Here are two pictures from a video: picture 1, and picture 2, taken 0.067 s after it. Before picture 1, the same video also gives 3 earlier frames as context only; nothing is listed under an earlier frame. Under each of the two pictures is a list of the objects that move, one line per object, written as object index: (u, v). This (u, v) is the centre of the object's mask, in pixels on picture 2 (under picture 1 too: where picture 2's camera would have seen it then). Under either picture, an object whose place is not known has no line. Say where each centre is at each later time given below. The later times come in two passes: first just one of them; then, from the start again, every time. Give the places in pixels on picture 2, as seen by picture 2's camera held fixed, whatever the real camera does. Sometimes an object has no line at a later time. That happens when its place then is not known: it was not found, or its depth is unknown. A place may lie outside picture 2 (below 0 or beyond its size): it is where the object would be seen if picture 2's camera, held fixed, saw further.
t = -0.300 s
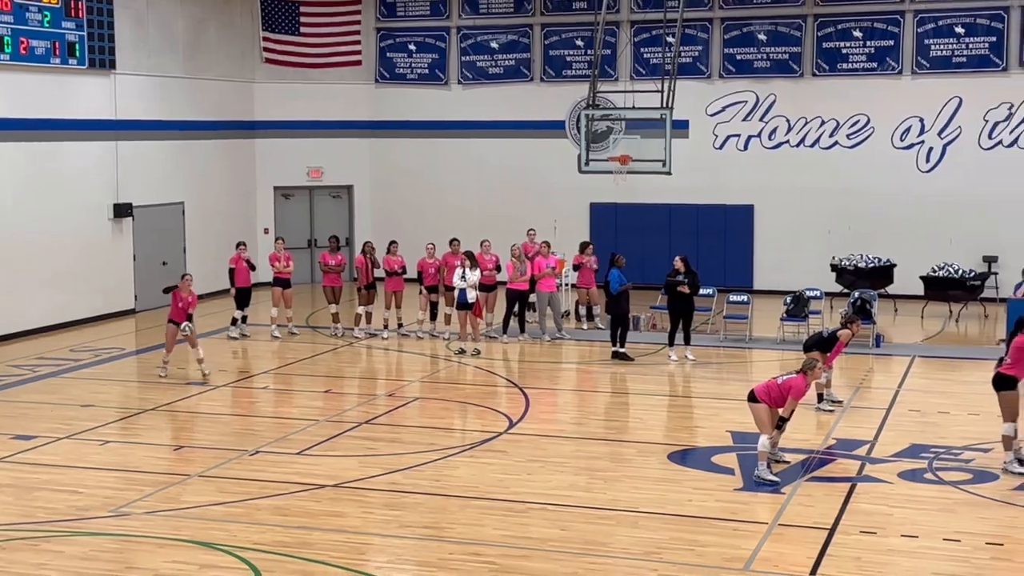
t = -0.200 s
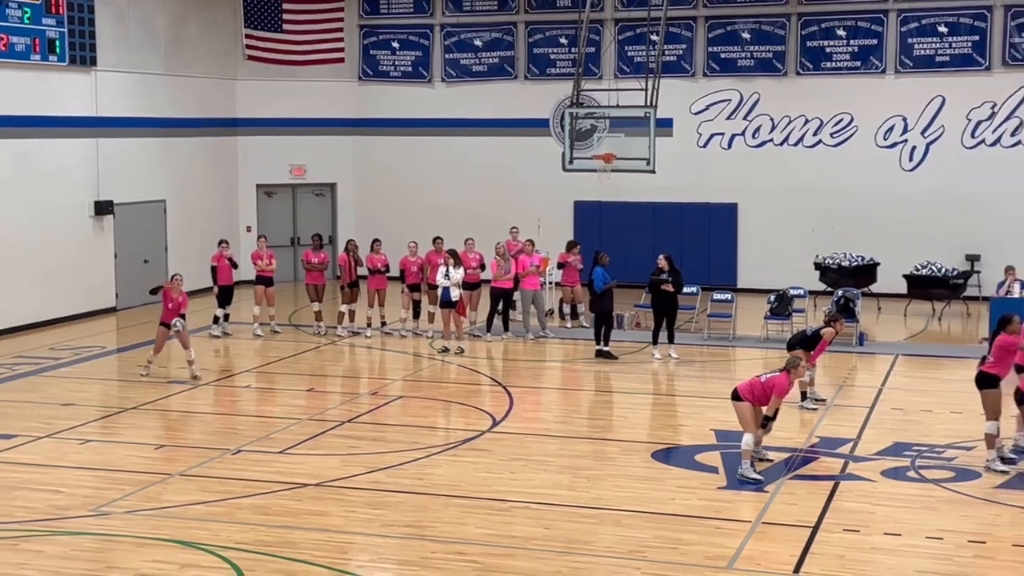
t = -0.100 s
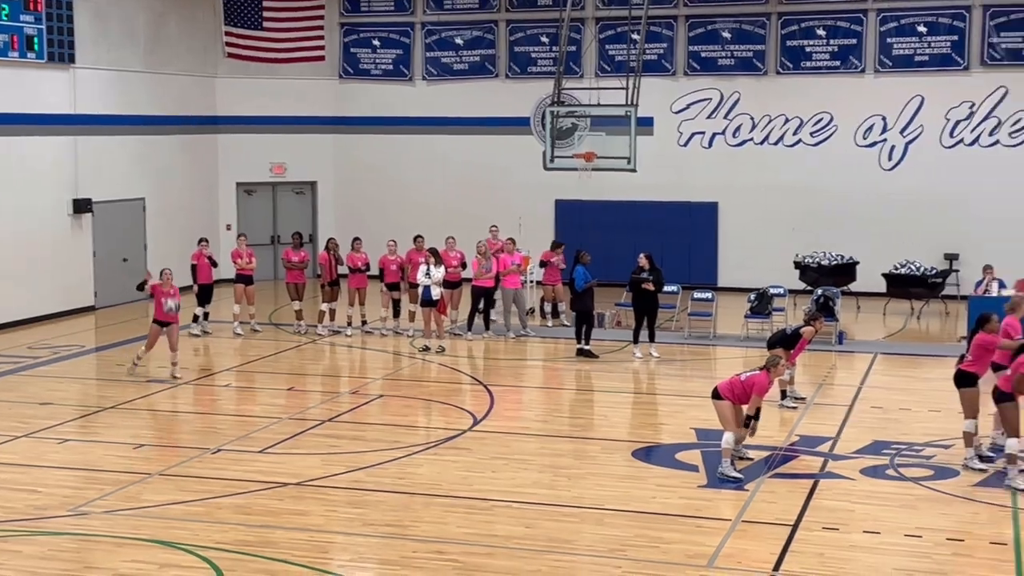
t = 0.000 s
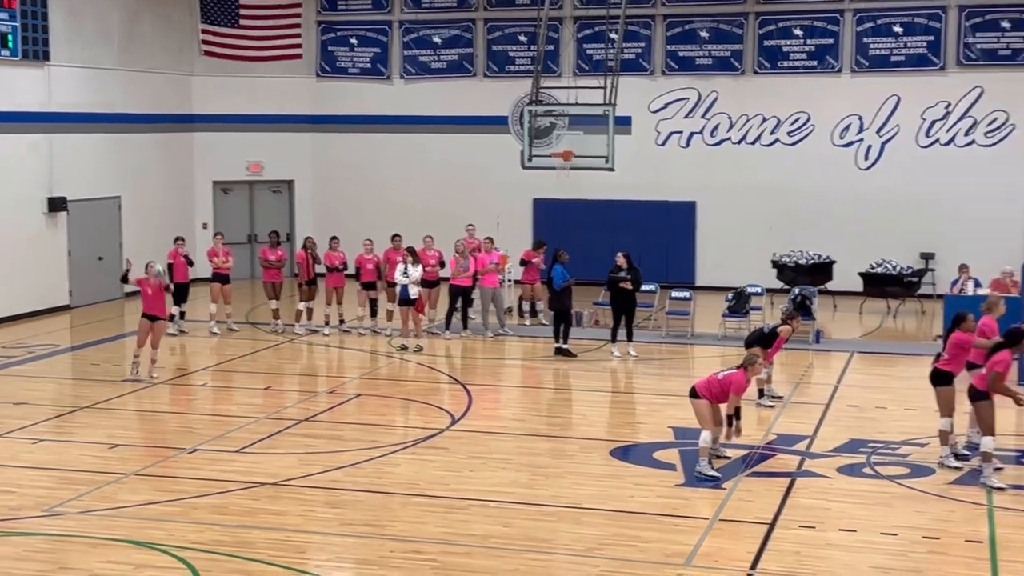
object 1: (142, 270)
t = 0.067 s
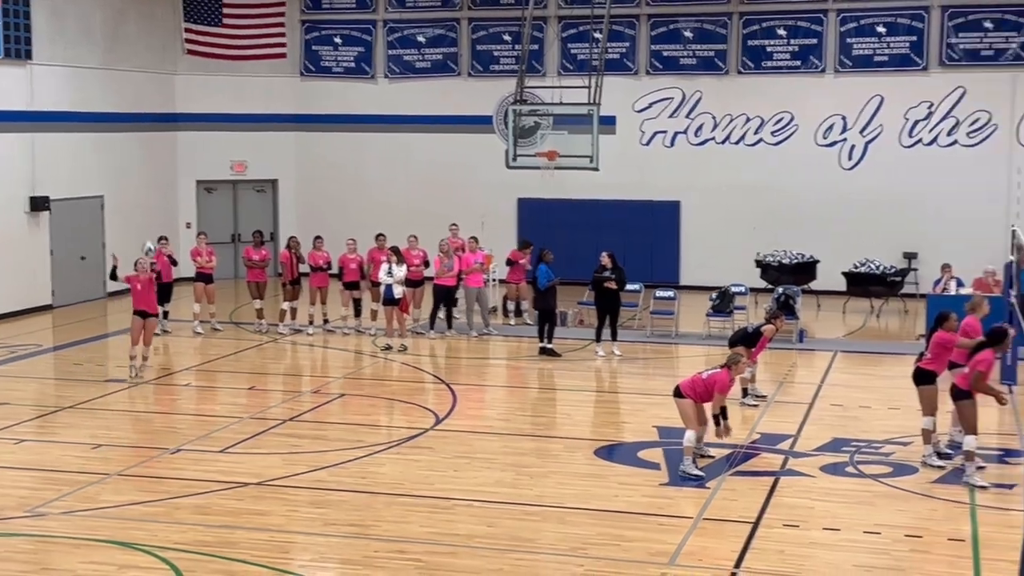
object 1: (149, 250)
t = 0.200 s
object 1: (164, 215)
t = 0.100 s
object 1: (152, 239)
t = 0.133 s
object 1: (156, 230)
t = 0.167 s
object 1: (160, 223)
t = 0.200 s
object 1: (164, 215)
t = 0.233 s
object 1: (167, 209)
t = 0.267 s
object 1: (170, 204)
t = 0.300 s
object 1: (173, 199)
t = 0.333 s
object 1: (177, 195)
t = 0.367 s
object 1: (179, 191)
